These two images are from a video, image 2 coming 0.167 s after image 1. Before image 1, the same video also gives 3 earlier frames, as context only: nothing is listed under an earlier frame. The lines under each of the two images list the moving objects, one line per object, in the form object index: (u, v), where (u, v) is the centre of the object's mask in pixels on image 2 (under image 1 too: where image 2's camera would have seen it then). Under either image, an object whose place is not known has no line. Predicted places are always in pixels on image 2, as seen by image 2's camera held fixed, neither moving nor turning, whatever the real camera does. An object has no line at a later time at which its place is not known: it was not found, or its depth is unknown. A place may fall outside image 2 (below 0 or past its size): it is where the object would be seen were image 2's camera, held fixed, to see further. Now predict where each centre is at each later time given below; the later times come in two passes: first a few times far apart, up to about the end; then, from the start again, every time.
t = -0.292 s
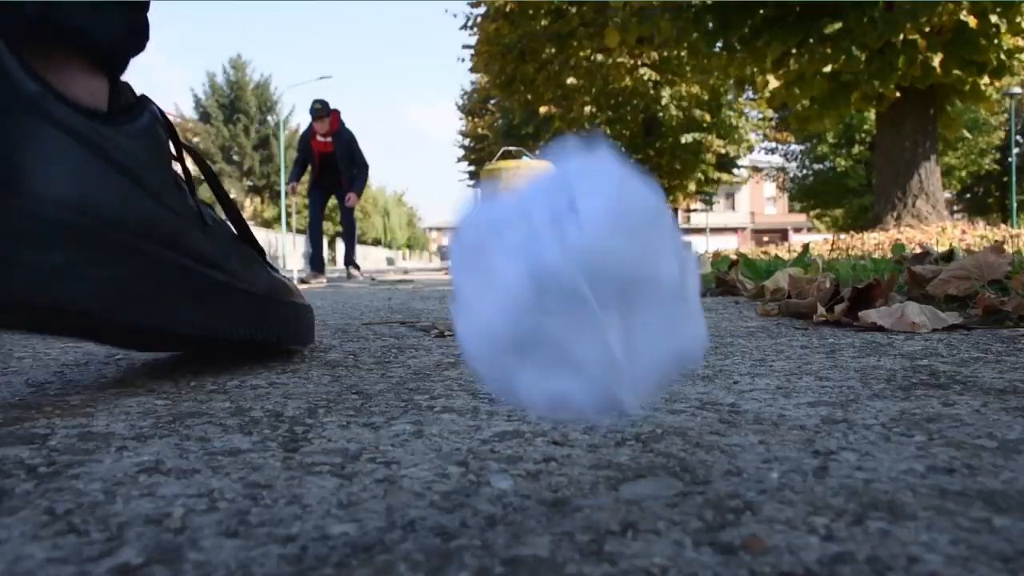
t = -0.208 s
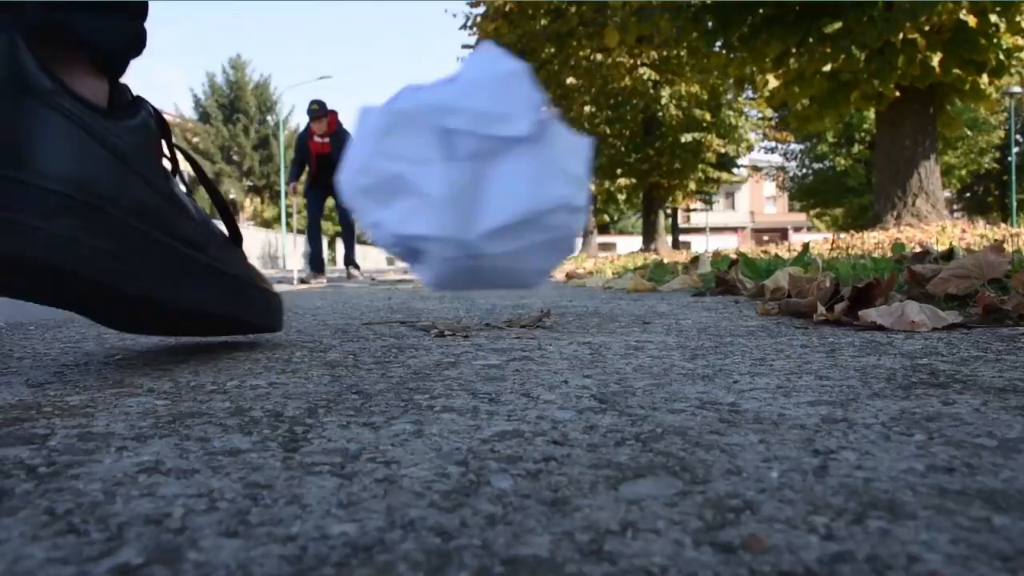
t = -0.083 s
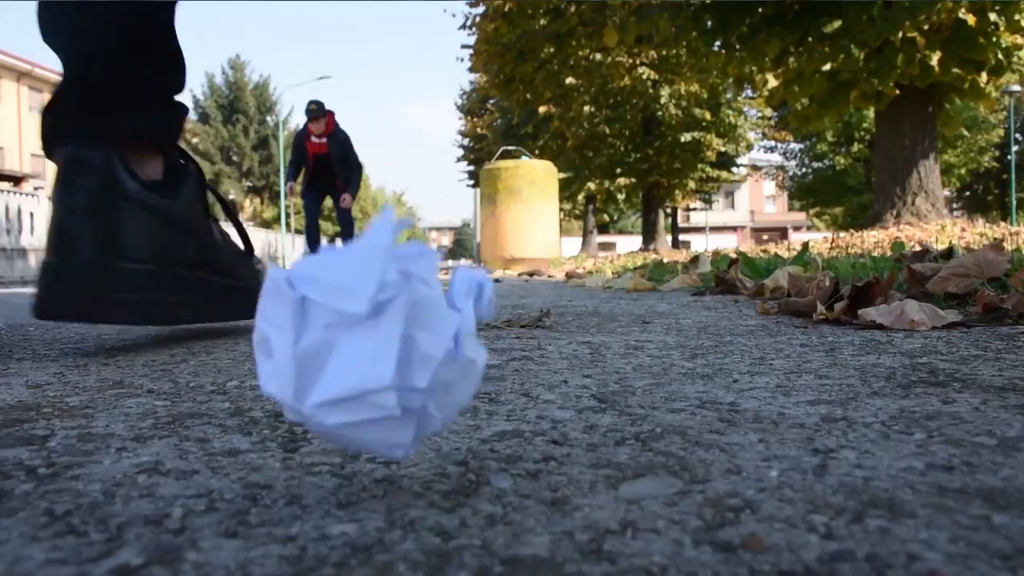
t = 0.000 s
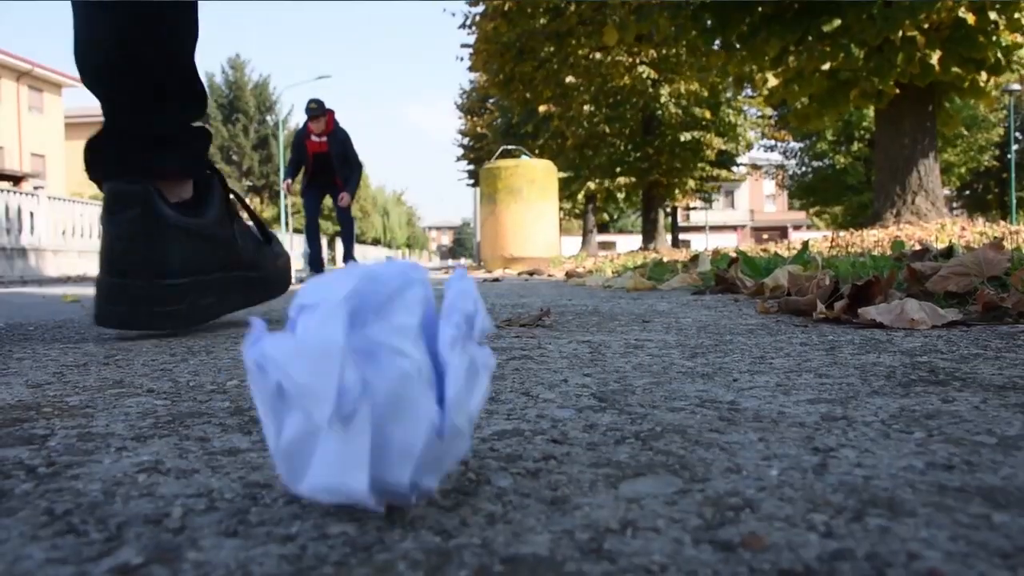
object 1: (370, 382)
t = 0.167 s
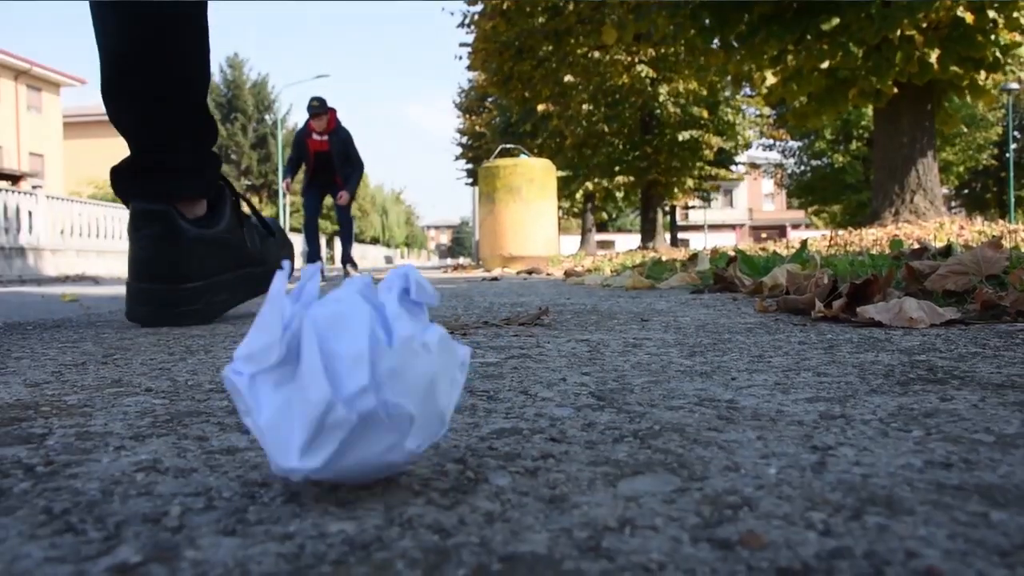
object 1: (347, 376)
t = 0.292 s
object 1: (352, 371)
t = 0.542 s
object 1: (352, 374)
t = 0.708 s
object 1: (369, 380)
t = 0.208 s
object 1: (351, 378)
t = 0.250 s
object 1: (353, 373)
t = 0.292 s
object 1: (352, 371)
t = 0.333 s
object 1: (349, 369)
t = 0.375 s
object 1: (348, 368)
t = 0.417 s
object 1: (349, 368)
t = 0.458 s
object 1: (350, 369)
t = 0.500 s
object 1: (353, 371)
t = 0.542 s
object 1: (352, 374)
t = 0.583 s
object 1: (349, 377)
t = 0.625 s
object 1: (349, 376)
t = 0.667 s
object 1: (357, 377)
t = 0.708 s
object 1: (369, 380)
